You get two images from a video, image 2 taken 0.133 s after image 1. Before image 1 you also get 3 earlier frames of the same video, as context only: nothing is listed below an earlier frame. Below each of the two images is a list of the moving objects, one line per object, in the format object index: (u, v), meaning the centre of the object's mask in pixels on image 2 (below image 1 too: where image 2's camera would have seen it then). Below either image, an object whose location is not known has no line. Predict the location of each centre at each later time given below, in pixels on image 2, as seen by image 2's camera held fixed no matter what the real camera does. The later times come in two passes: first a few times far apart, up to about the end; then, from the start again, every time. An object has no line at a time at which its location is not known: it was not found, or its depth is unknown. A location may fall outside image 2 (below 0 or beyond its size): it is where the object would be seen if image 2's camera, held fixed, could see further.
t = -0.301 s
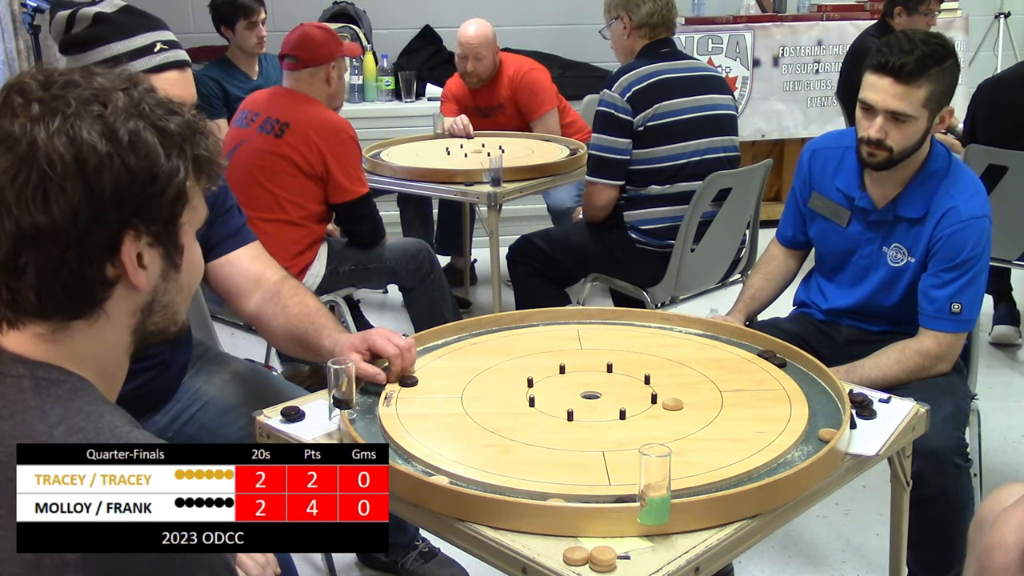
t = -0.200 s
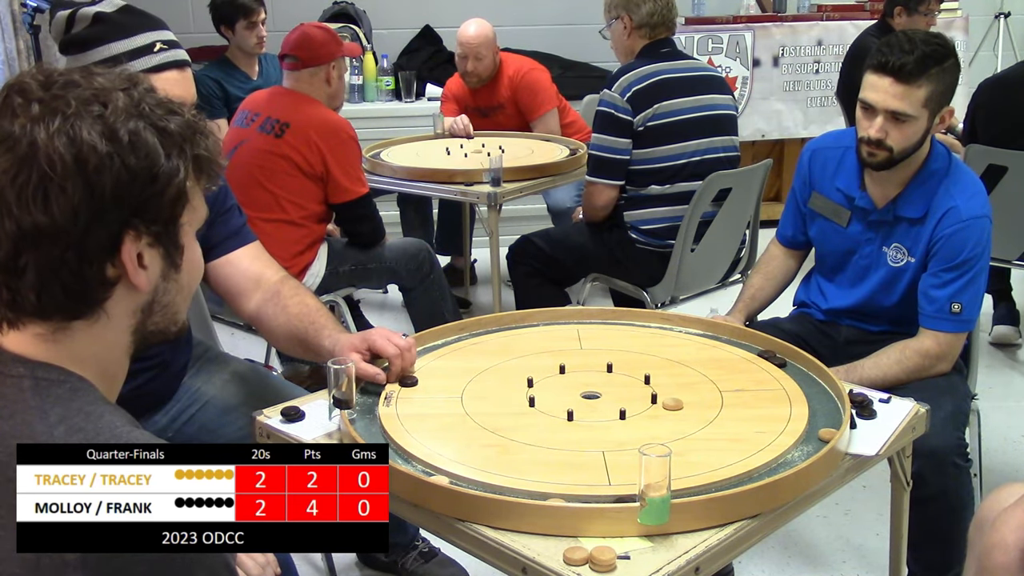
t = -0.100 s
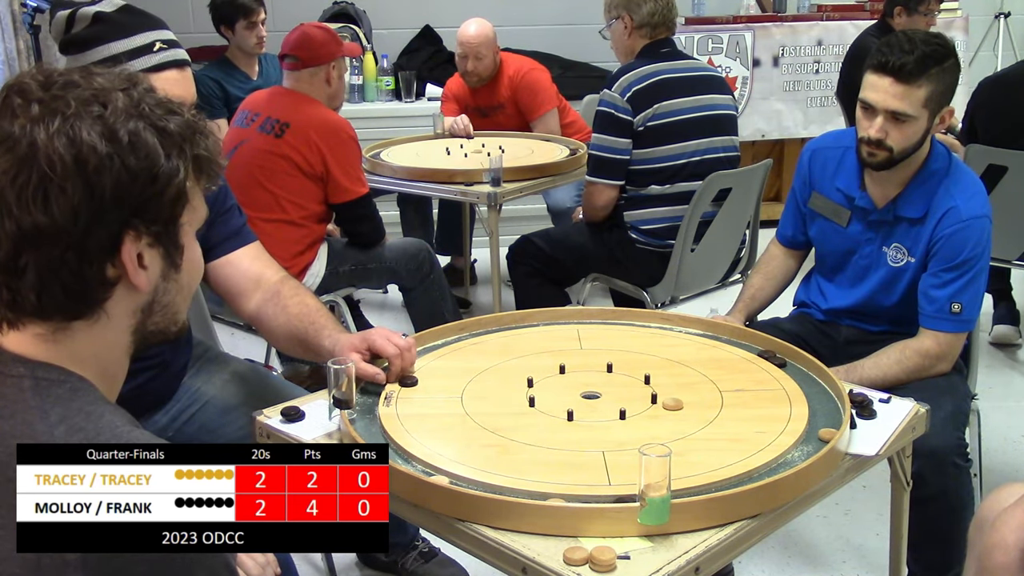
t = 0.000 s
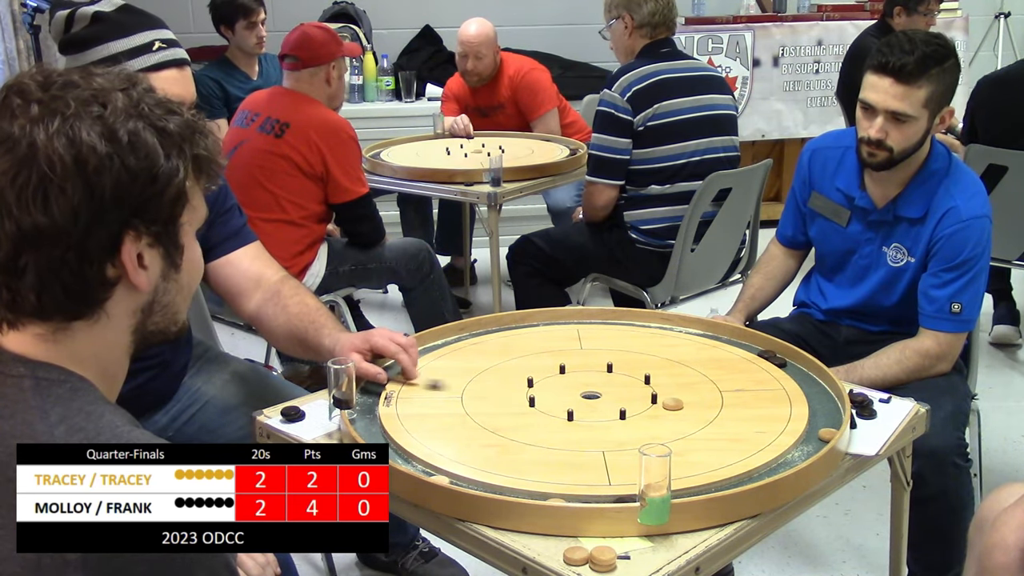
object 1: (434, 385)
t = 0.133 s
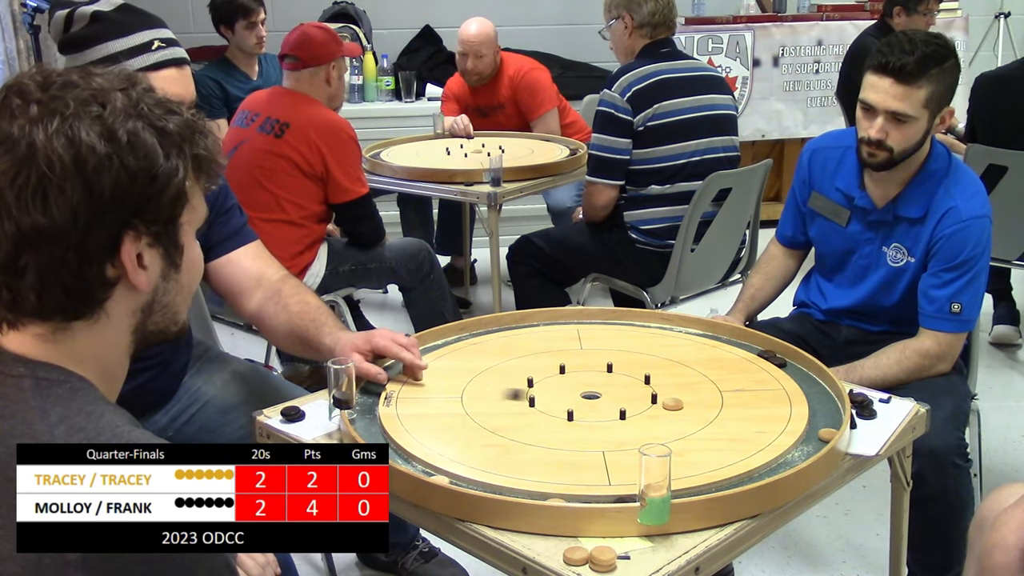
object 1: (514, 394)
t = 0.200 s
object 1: (554, 398)
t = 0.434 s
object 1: (673, 414)
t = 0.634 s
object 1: (737, 433)
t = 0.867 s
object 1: (782, 447)
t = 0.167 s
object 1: (537, 396)
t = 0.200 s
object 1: (554, 398)
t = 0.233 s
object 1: (571, 401)
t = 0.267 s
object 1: (590, 403)
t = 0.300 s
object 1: (609, 405)
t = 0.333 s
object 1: (627, 406)
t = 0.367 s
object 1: (644, 409)
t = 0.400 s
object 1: (661, 411)
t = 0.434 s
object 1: (673, 414)
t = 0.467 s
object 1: (685, 418)
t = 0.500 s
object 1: (696, 421)
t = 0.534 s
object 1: (707, 424)
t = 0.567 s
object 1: (718, 427)
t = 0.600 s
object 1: (728, 430)
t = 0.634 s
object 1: (737, 433)
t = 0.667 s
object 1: (746, 436)
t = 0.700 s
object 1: (755, 438)
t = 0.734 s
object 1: (762, 441)
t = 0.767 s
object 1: (769, 443)
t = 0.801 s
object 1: (775, 444)
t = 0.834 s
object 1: (779, 446)
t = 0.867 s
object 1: (782, 447)
